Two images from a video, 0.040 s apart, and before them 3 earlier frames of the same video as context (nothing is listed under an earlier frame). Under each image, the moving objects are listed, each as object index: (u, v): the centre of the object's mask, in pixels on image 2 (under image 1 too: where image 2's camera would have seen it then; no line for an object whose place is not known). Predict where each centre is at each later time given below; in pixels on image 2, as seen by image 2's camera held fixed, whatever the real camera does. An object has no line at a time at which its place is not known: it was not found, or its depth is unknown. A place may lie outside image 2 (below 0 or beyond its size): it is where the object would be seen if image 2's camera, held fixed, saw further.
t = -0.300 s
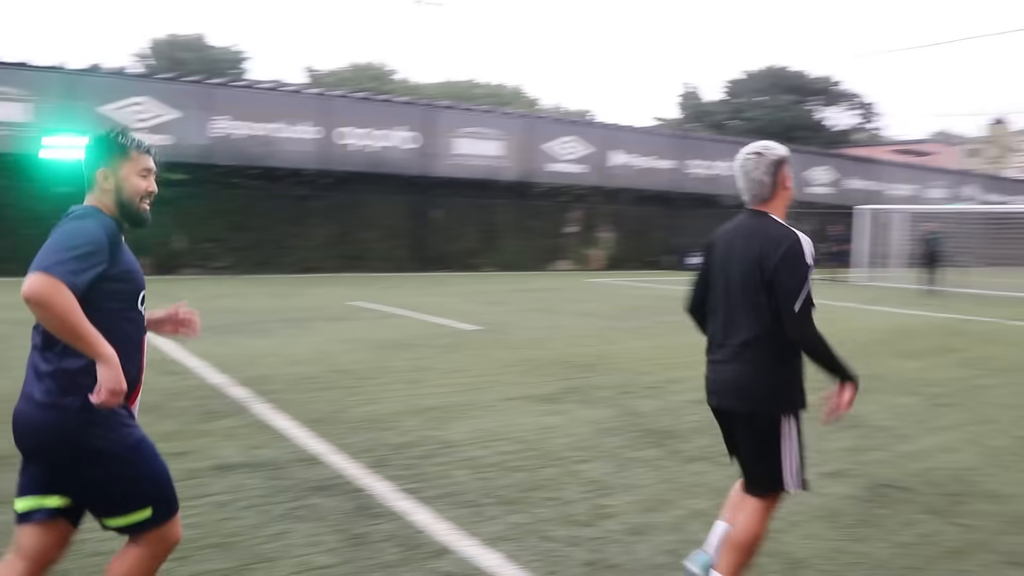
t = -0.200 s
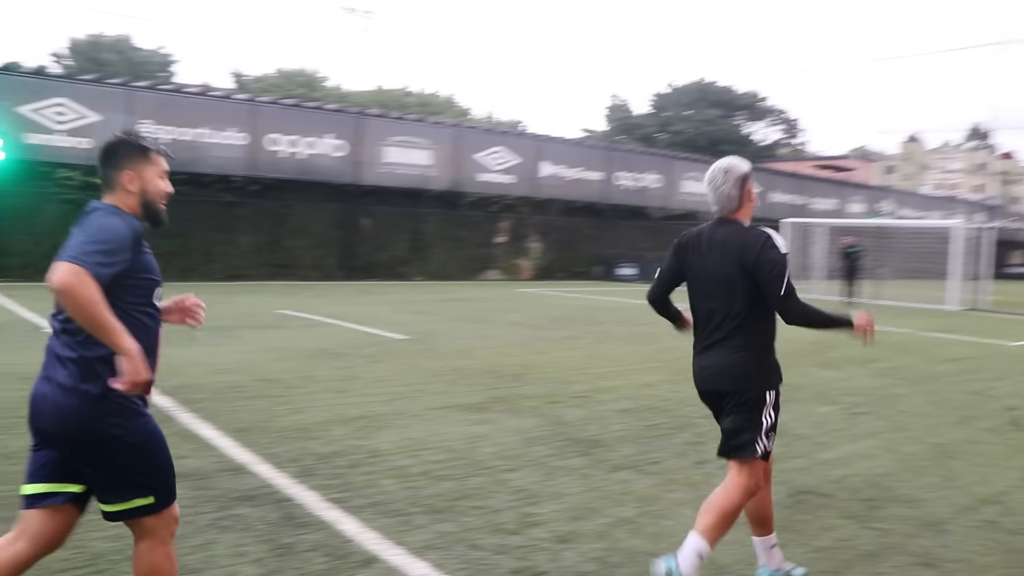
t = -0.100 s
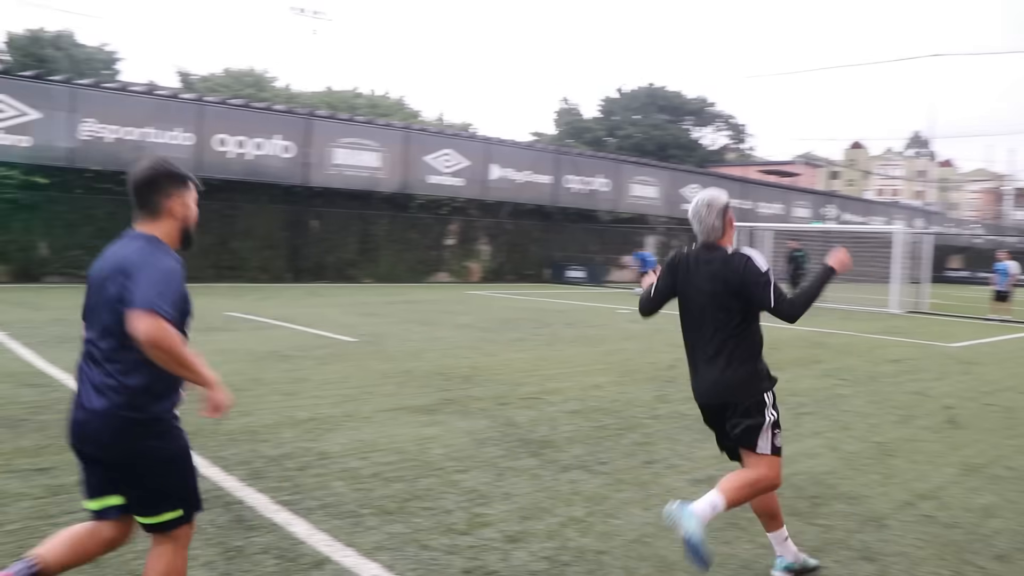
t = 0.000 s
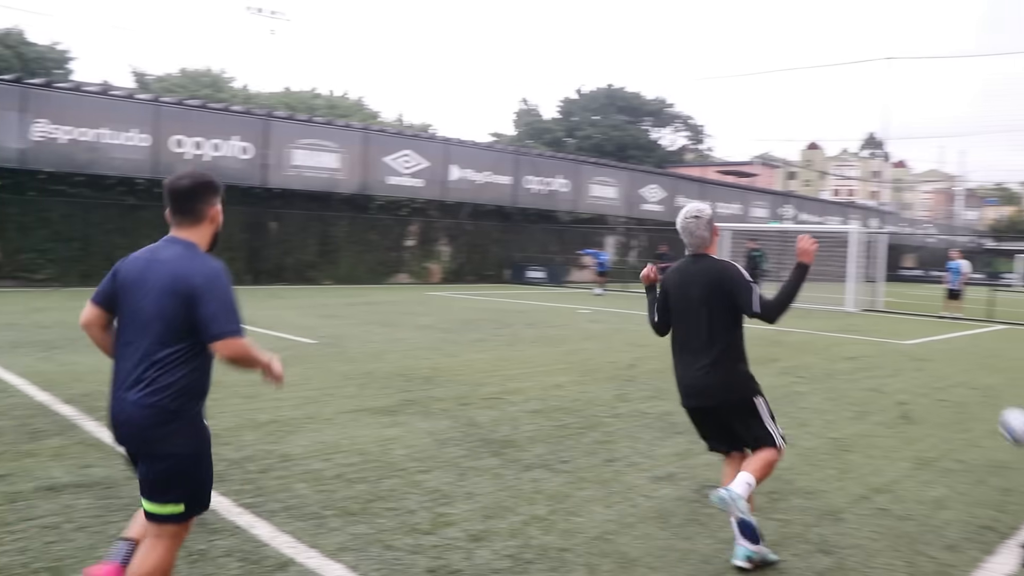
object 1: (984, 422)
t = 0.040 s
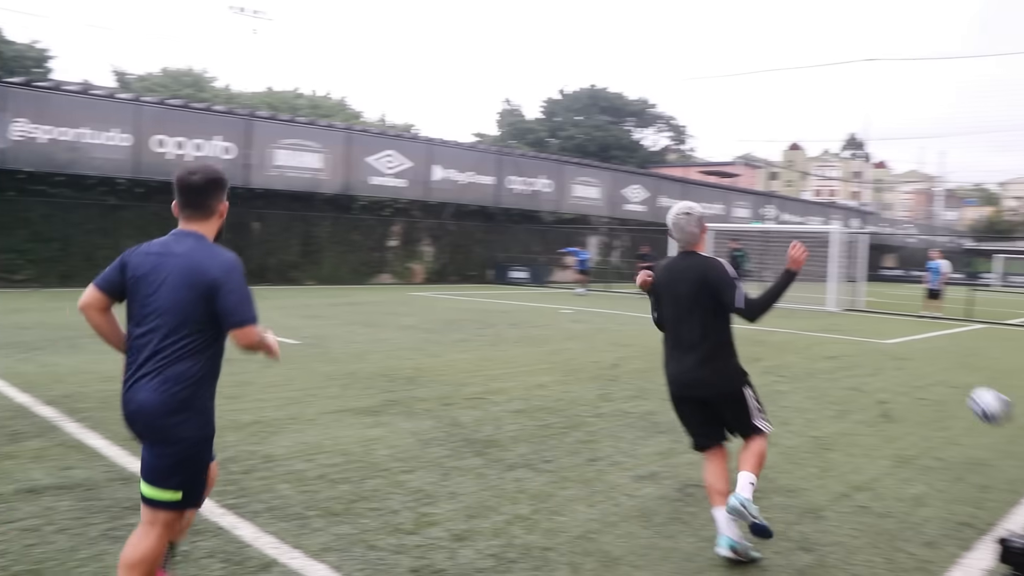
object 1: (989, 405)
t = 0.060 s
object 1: (988, 396)
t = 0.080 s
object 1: (985, 390)
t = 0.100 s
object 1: (985, 383)
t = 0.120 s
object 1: (983, 378)
